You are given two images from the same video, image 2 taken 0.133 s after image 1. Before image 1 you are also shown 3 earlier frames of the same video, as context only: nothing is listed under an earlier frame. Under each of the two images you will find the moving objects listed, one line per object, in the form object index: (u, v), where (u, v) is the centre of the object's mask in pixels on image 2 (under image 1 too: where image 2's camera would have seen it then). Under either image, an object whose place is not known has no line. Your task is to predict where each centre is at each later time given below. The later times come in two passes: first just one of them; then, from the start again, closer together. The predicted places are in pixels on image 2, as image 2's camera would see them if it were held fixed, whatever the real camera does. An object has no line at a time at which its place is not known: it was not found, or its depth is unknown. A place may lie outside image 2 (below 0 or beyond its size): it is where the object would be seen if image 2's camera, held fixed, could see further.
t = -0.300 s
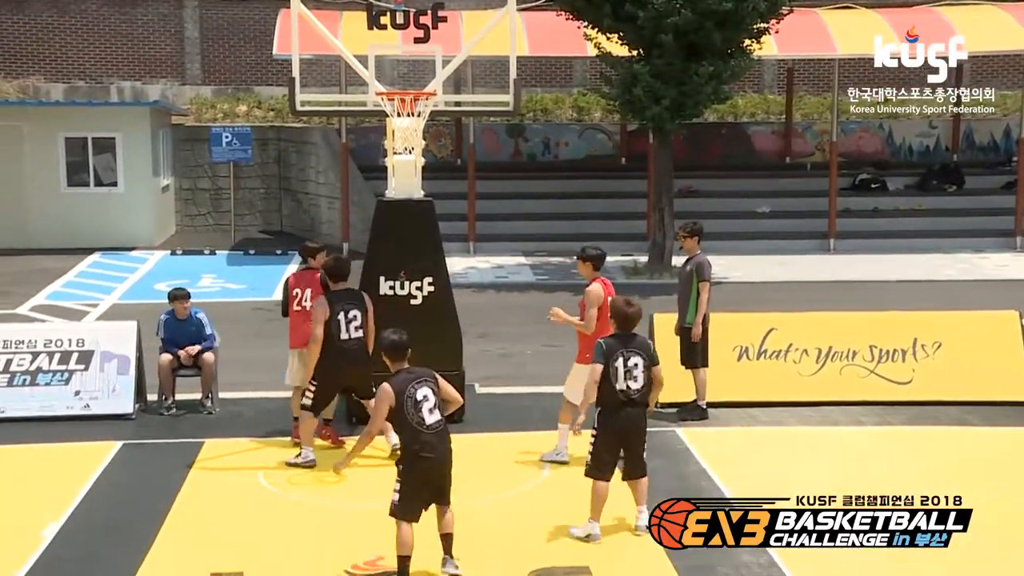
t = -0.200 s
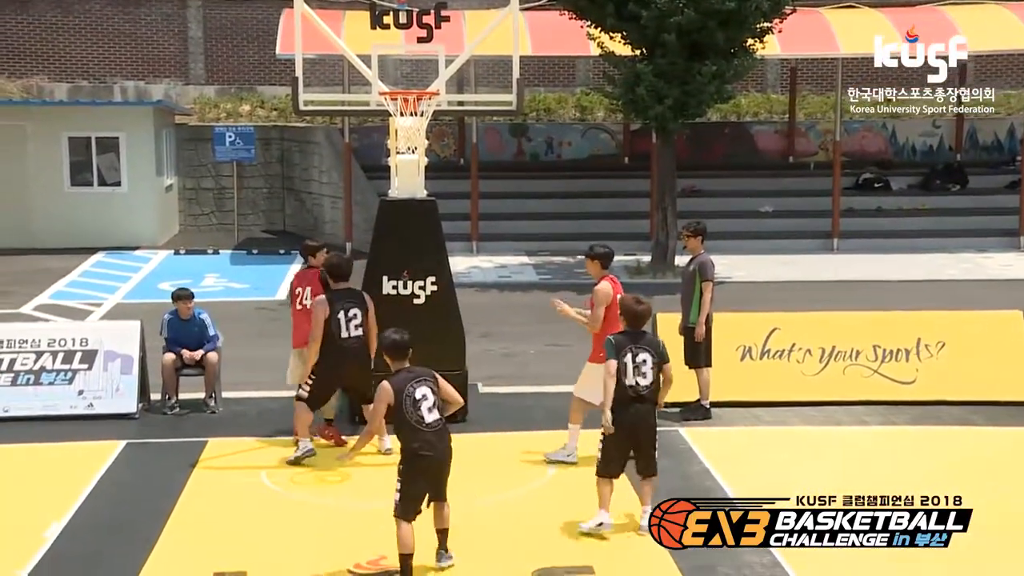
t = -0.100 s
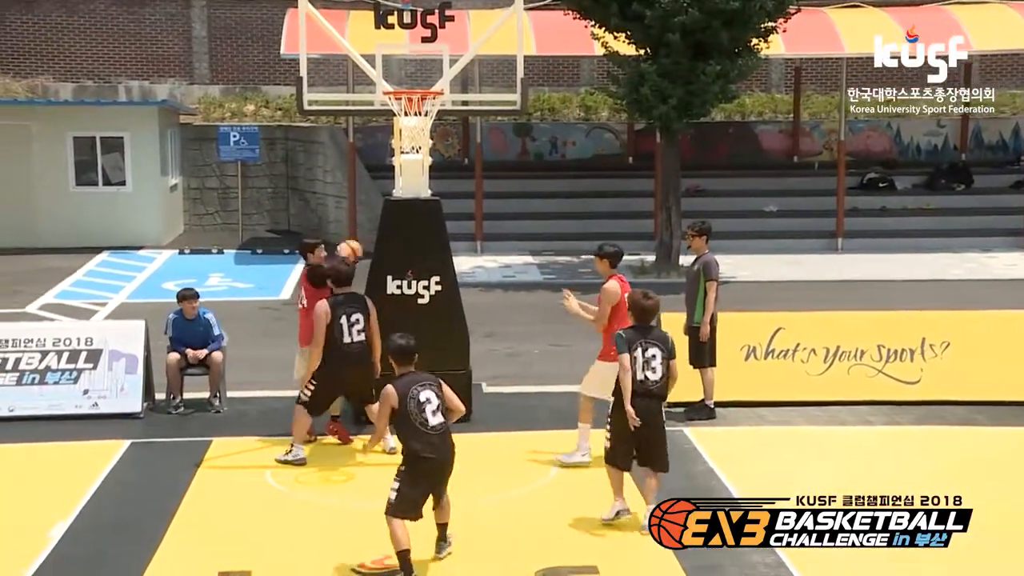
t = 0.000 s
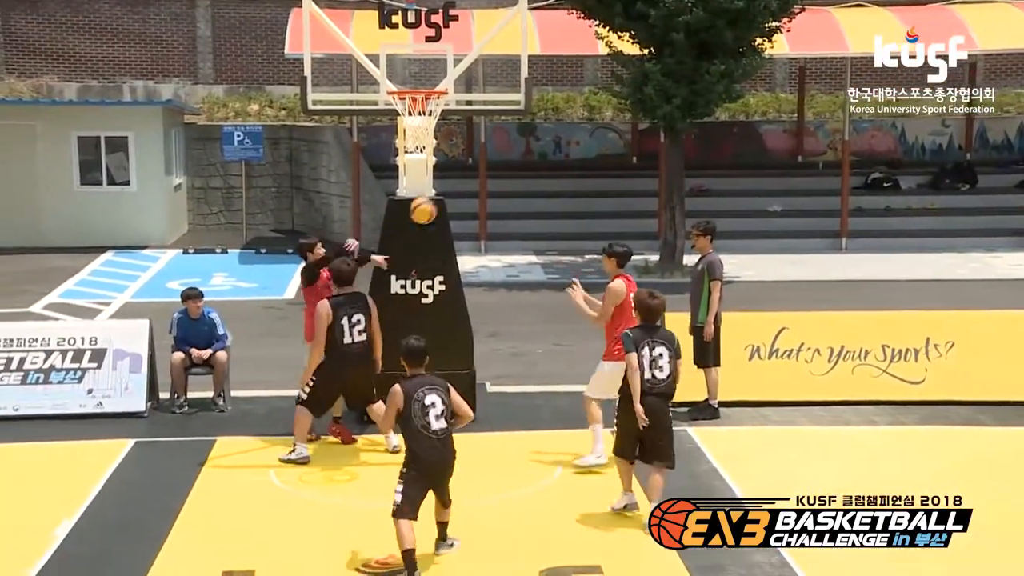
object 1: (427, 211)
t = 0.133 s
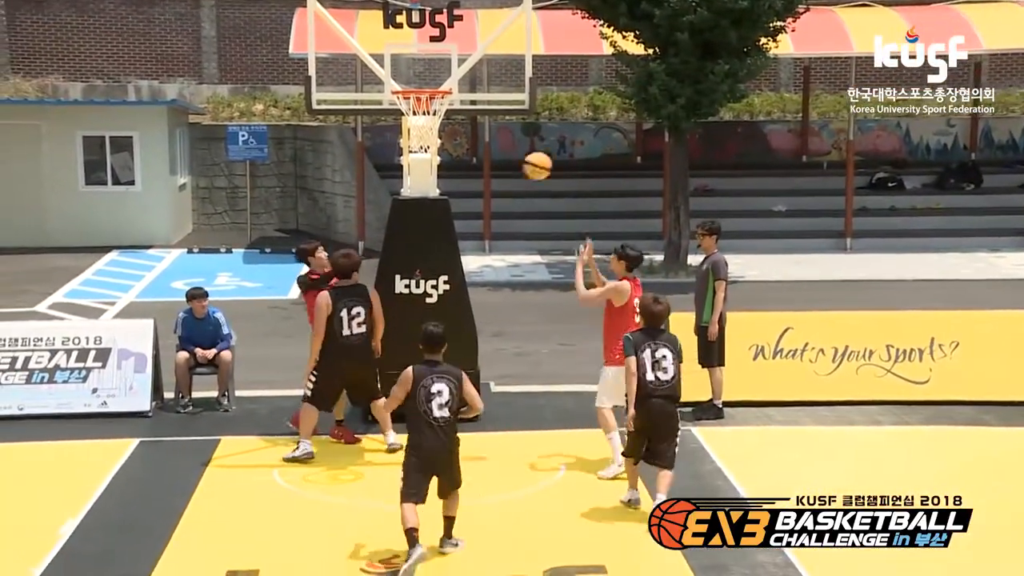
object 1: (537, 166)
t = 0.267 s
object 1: (658, 138)
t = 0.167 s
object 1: (567, 157)
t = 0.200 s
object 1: (597, 150)
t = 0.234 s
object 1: (627, 143)
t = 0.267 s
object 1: (658, 138)
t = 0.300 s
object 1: (689, 135)
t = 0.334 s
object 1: (722, 132)
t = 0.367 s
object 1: (755, 130)
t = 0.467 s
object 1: (856, 133)
